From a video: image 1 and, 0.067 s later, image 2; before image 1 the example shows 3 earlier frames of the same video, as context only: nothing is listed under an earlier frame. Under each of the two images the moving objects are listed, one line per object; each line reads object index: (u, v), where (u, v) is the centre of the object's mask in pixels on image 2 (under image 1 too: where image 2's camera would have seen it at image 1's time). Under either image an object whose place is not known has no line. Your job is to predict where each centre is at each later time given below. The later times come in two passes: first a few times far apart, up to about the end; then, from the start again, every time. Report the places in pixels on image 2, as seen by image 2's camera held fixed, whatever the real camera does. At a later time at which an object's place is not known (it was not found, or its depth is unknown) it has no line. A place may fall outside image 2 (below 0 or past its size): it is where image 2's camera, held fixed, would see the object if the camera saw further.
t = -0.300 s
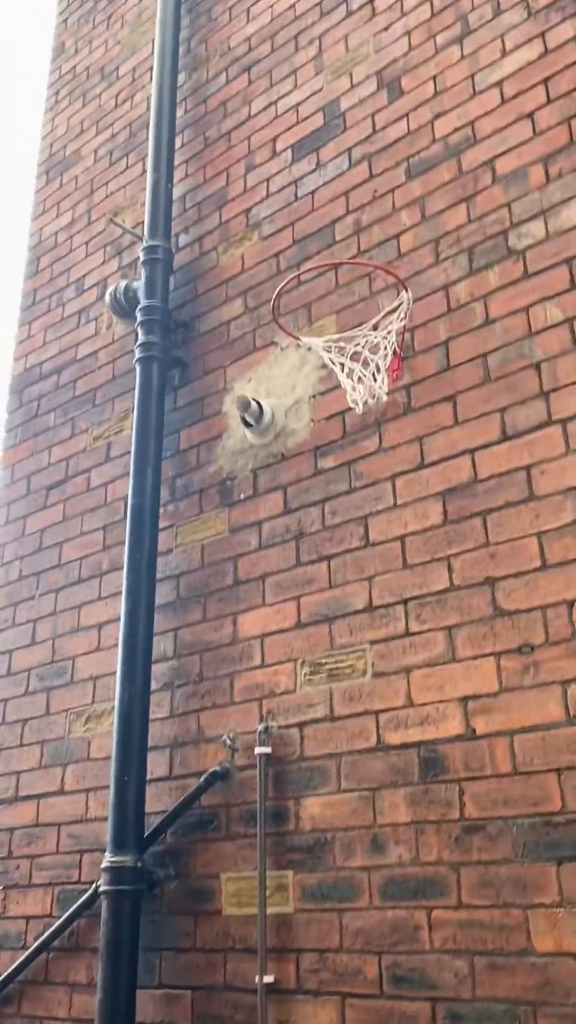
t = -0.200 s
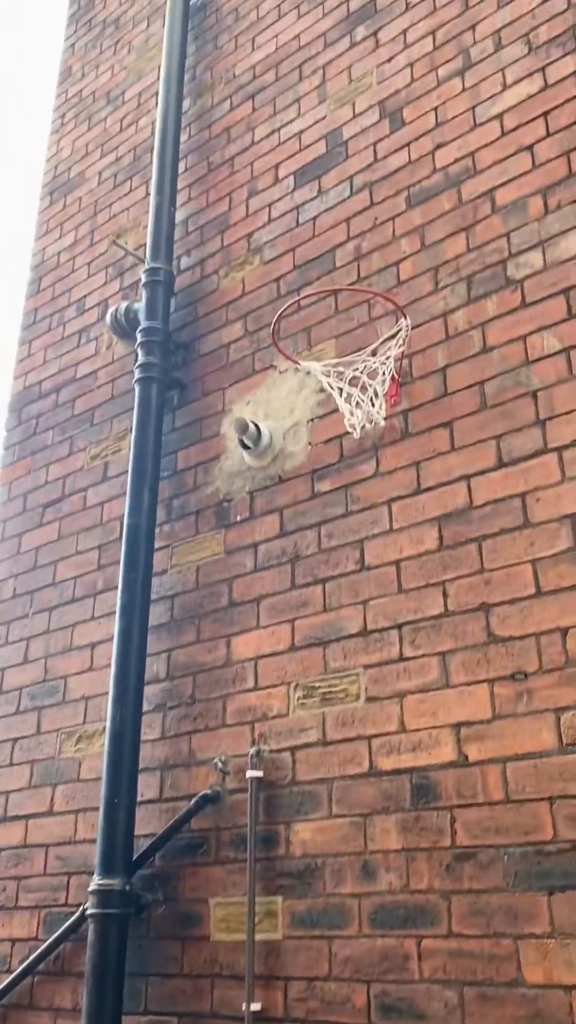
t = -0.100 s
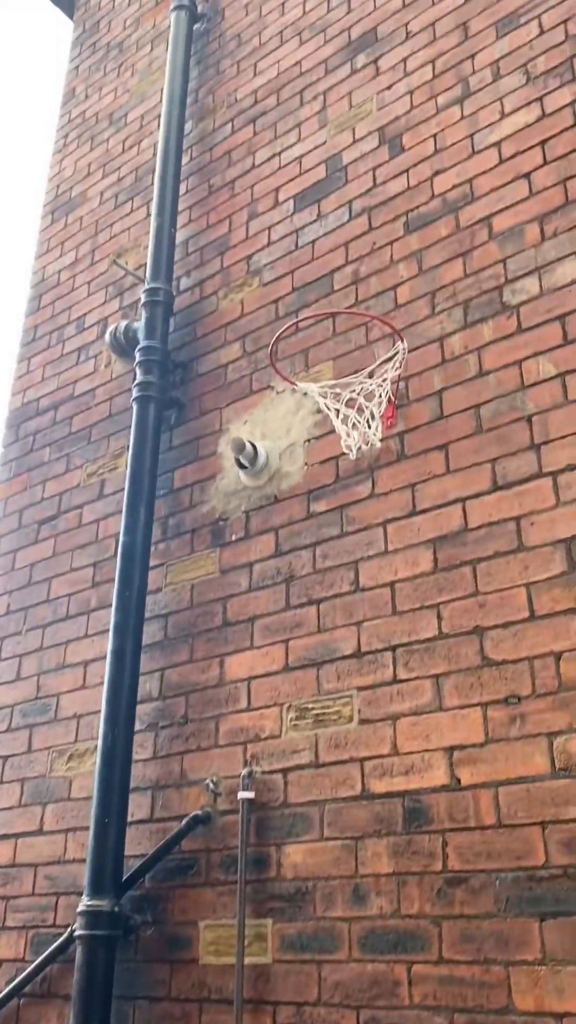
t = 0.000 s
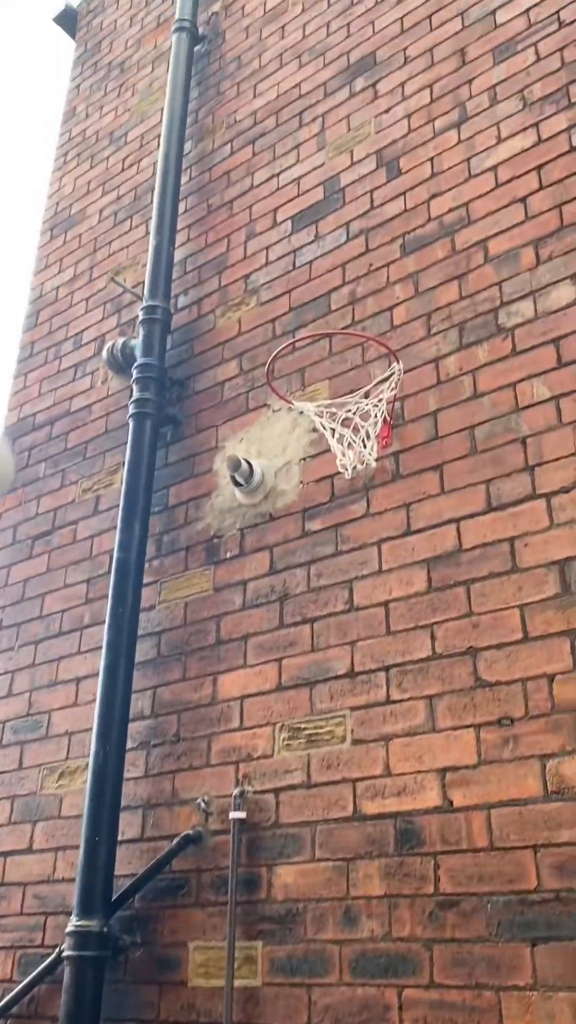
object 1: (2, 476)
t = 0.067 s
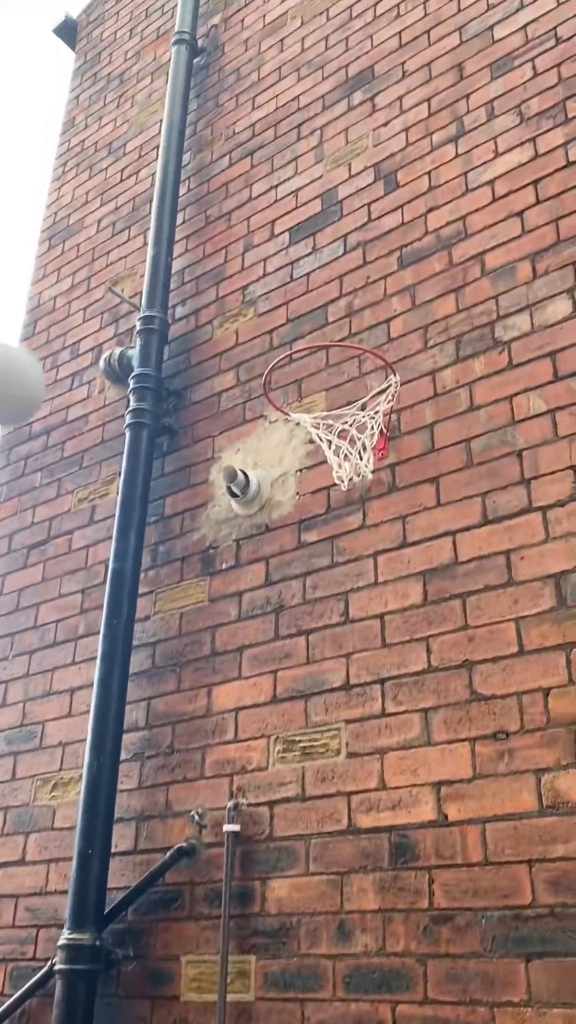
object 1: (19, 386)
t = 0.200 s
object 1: (58, 263)
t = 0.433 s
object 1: (127, 188)
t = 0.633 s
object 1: (171, 233)
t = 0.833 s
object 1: (211, 408)
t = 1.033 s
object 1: (255, 841)
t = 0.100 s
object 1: (28, 348)
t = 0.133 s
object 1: (36, 316)
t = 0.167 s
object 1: (46, 287)
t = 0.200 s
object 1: (58, 263)
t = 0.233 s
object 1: (70, 243)
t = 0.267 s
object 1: (80, 227)
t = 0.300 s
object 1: (90, 213)
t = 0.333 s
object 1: (100, 202)
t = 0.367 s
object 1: (110, 194)
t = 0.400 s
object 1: (118, 190)
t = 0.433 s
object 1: (127, 188)
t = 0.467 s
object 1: (135, 188)
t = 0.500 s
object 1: (143, 191)
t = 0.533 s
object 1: (150, 197)
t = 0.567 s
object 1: (157, 206)
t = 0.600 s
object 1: (164, 218)
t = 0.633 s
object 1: (171, 233)
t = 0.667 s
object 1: (178, 252)
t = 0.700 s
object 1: (185, 274)
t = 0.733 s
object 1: (191, 301)
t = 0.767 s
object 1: (197, 332)
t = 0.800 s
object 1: (204, 367)
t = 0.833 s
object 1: (211, 408)
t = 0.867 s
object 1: (217, 455)
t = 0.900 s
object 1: (225, 512)
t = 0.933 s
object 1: (232, 574)
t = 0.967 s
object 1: (239, 649)
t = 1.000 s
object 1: (247, 737)
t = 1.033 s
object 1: (255, 841)
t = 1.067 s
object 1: (266, 965)
